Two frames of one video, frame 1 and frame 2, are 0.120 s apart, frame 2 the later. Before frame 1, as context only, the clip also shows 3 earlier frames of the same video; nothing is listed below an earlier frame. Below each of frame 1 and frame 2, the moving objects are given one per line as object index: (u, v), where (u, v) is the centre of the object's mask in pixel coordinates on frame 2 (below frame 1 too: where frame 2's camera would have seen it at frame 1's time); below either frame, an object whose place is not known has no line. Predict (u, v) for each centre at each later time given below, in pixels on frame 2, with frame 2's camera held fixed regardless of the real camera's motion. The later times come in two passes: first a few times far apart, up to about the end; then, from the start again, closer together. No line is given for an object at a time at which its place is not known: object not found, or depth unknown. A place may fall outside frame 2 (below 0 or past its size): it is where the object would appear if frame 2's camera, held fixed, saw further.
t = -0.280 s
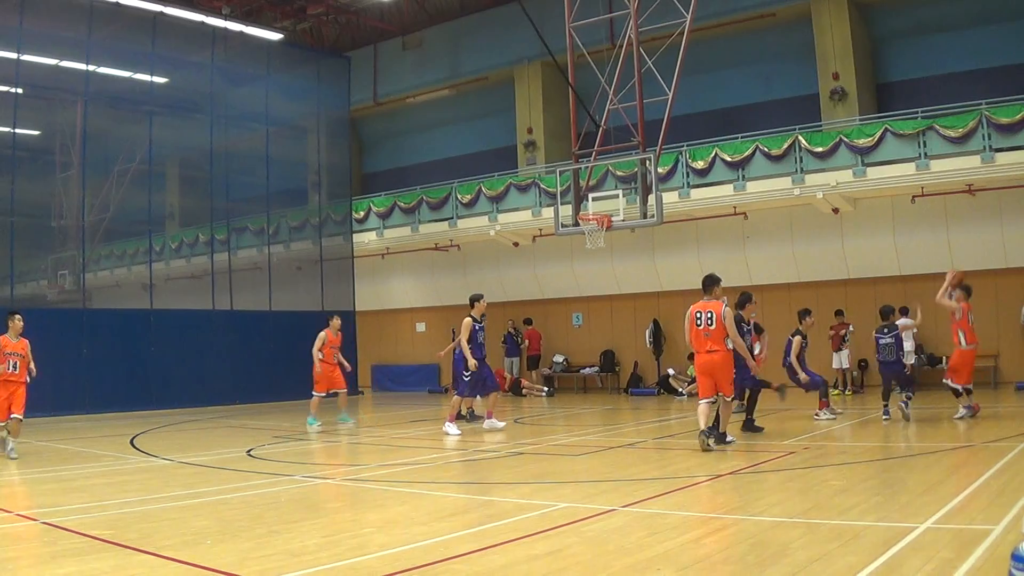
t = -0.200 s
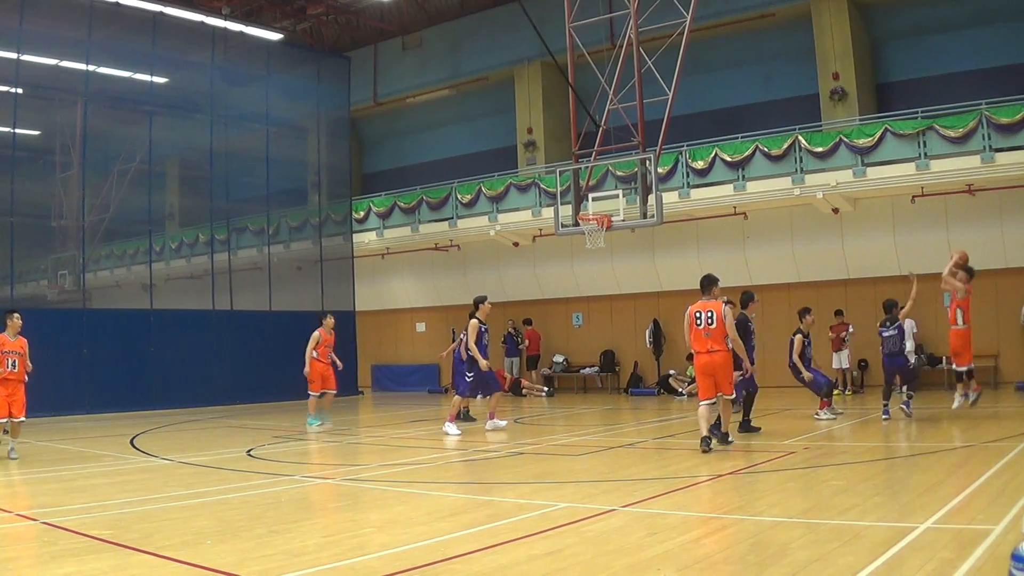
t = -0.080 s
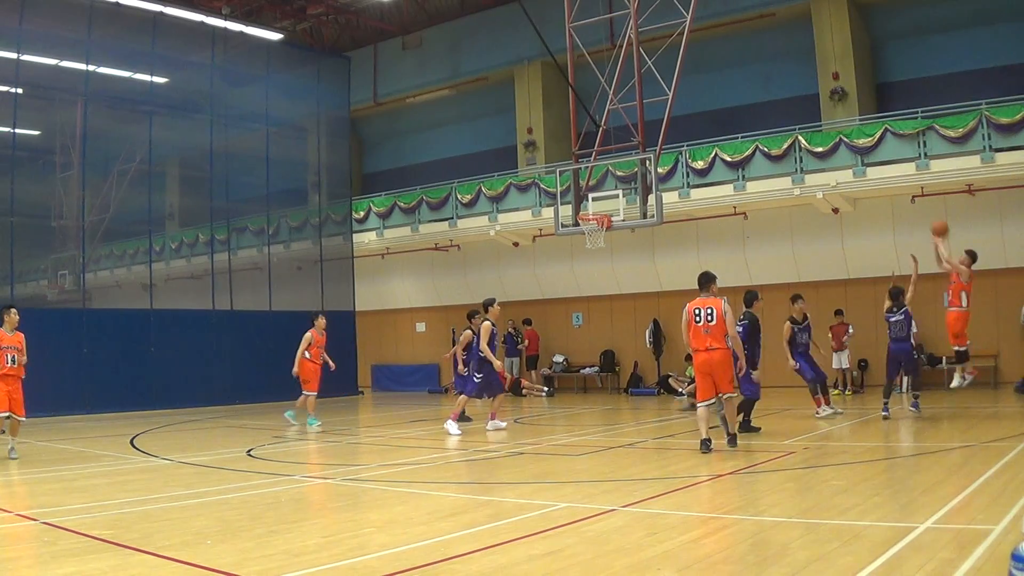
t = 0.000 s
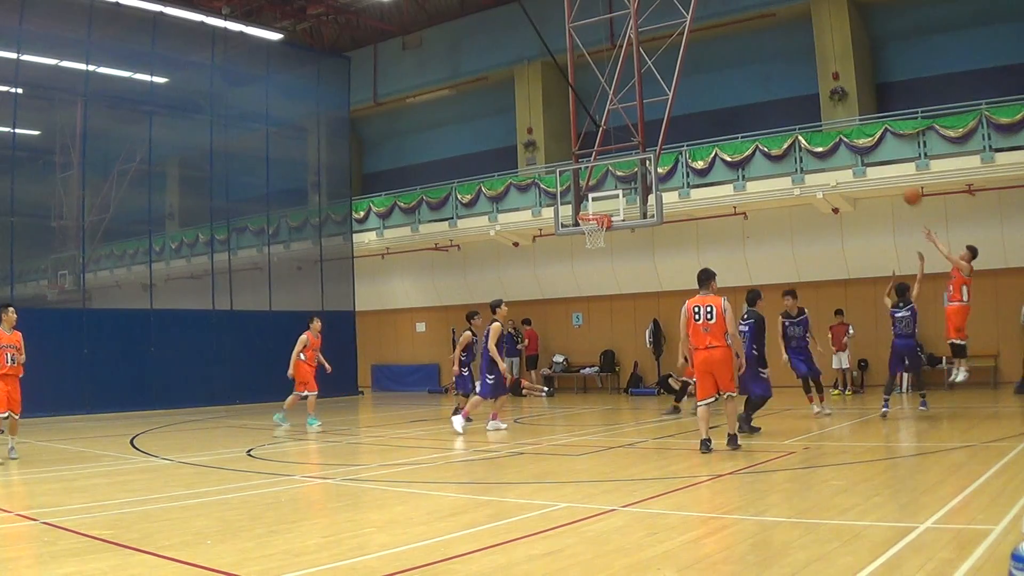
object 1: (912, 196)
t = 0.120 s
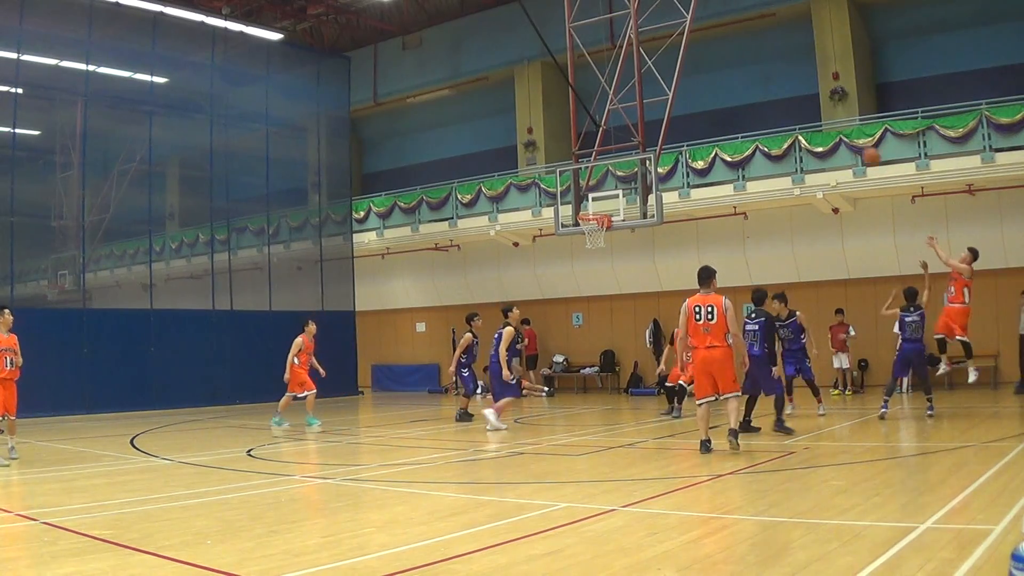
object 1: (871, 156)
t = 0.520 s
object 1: (750, 107)
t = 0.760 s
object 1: (688, 131)
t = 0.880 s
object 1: (660, 155)
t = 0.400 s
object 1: (783, 110)
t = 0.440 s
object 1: (772, 108)
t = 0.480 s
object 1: (761, 107)
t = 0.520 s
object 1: (750, 107)
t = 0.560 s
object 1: (739, 109)
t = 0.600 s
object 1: (728, 111)
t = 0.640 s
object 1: (718, 114)
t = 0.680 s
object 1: (708, 119)
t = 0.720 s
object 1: (698, 125)
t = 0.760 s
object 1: (688, 131)
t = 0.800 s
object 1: (678, 138)
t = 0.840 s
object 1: (668, 146)
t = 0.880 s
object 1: (660, 155)
